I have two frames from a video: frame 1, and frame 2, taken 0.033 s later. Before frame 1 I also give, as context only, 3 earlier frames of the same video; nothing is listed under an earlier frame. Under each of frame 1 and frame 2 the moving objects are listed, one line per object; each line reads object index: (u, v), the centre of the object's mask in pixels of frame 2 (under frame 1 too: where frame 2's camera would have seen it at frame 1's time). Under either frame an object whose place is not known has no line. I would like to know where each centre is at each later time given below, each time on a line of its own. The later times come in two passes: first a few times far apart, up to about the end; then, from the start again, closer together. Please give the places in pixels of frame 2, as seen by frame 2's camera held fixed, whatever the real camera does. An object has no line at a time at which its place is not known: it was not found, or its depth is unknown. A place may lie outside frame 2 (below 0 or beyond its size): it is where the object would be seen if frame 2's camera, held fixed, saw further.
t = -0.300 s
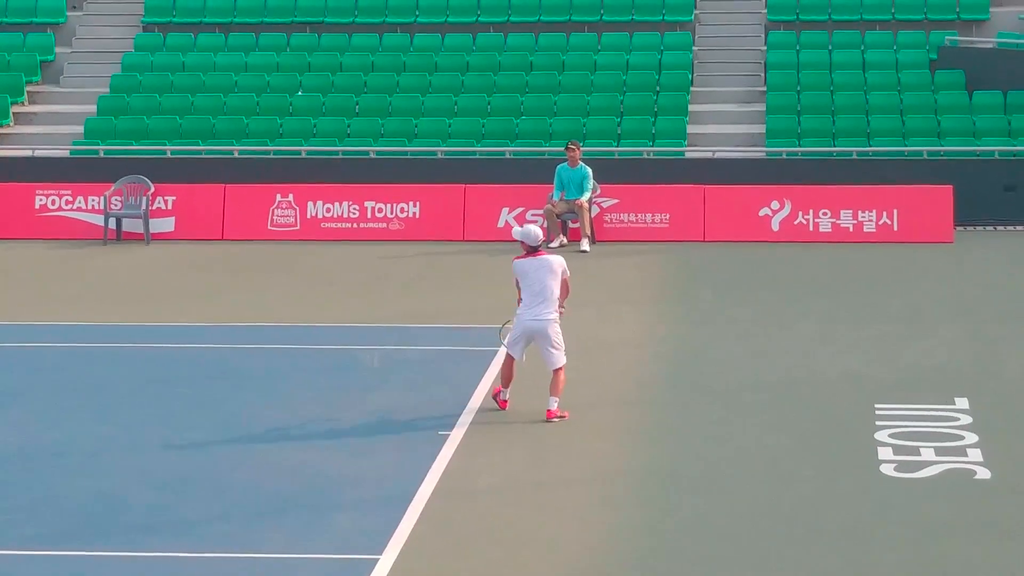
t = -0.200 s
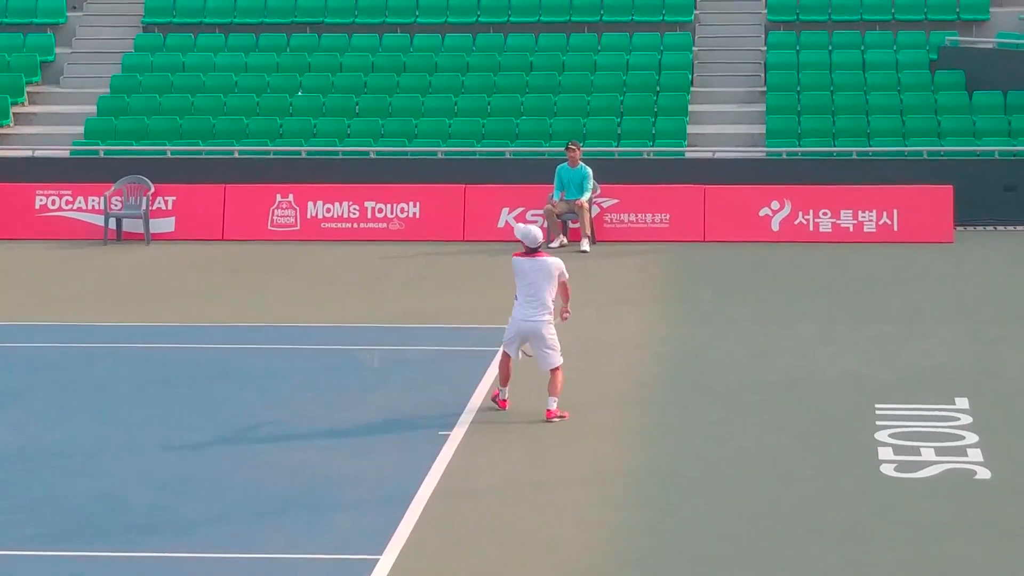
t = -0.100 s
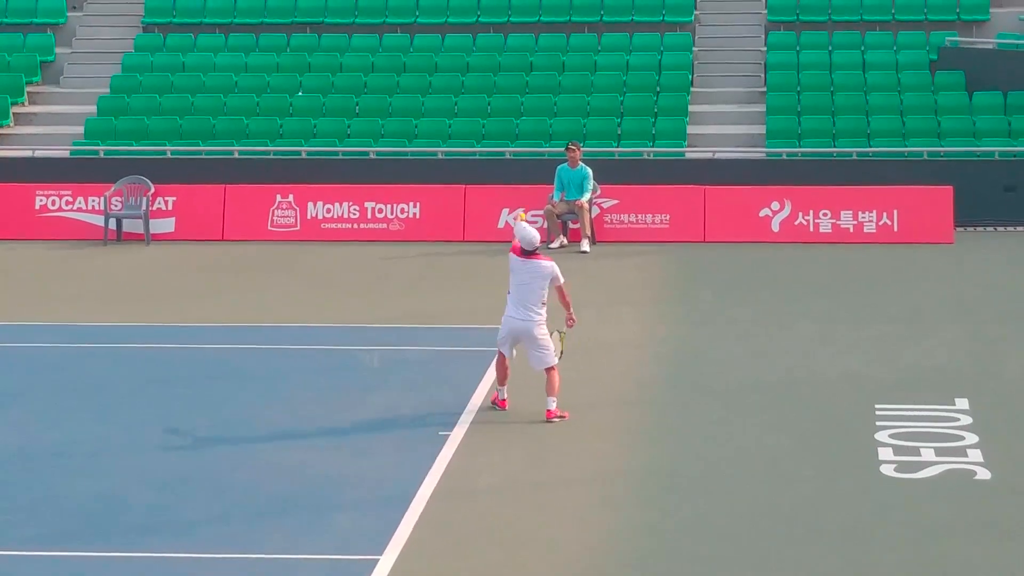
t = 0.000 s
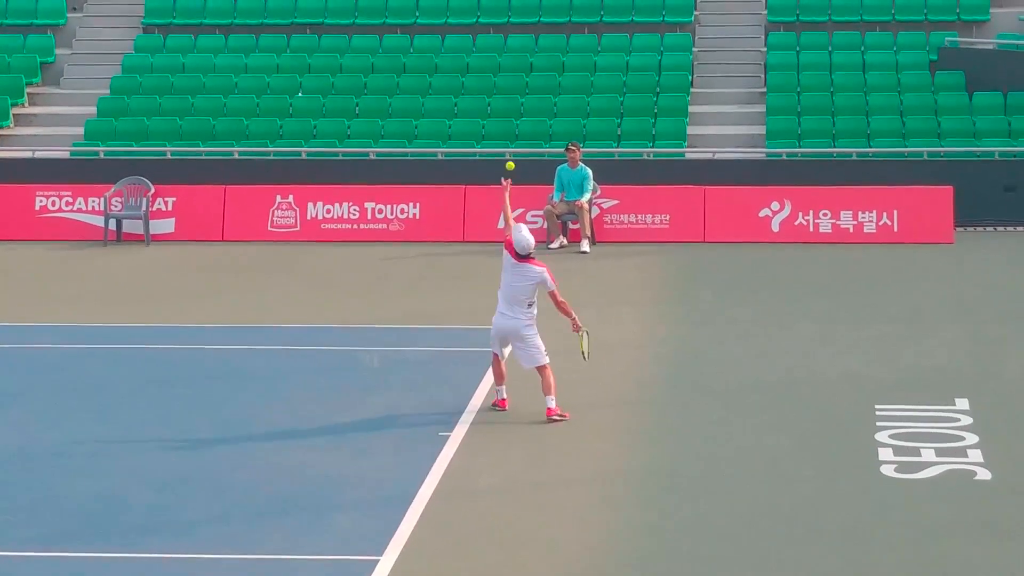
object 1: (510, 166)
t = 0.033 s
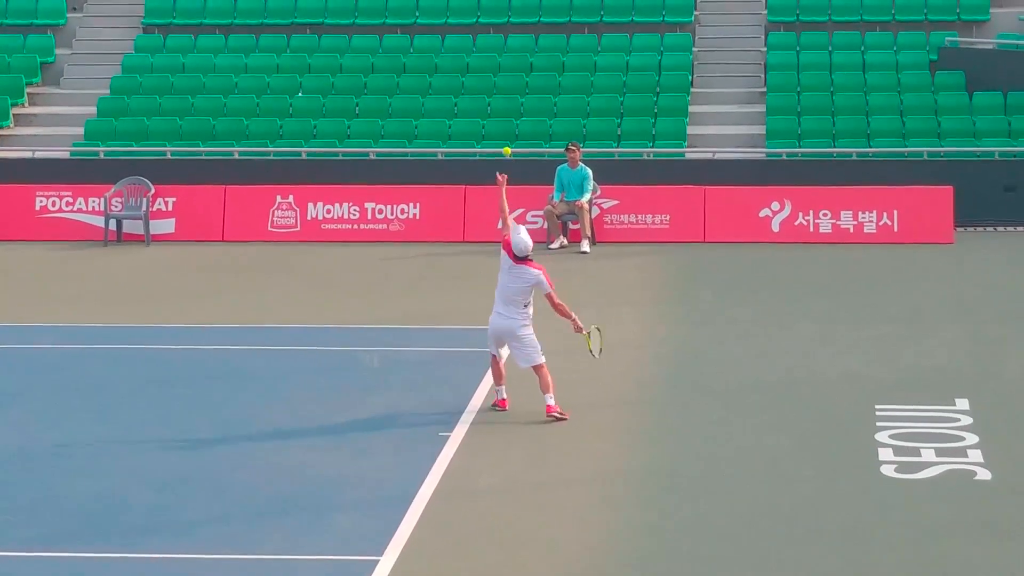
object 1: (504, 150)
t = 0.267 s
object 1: (481, 84)
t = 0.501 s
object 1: (455, 80)
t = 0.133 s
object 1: (495, 114)
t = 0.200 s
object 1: (488, 97)
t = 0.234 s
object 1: (484, 90)
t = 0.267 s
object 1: (481, 84)
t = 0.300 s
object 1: (477, 80)
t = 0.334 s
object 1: (473, 77)
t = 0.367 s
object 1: (470, 74)
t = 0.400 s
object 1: (466, 74)
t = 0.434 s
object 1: (462, 75)
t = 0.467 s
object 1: (459, 77)
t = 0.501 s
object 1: (455, 80)
